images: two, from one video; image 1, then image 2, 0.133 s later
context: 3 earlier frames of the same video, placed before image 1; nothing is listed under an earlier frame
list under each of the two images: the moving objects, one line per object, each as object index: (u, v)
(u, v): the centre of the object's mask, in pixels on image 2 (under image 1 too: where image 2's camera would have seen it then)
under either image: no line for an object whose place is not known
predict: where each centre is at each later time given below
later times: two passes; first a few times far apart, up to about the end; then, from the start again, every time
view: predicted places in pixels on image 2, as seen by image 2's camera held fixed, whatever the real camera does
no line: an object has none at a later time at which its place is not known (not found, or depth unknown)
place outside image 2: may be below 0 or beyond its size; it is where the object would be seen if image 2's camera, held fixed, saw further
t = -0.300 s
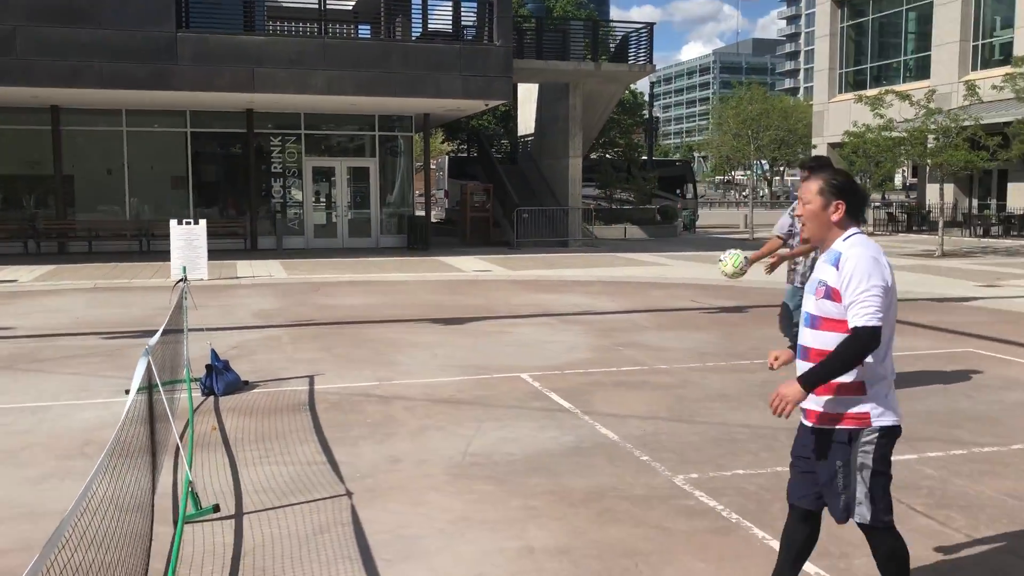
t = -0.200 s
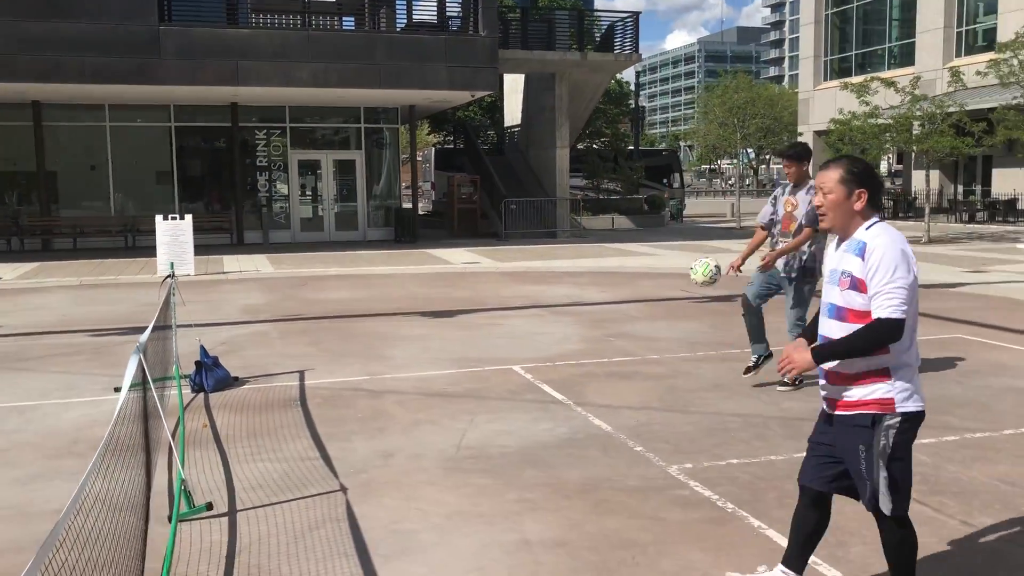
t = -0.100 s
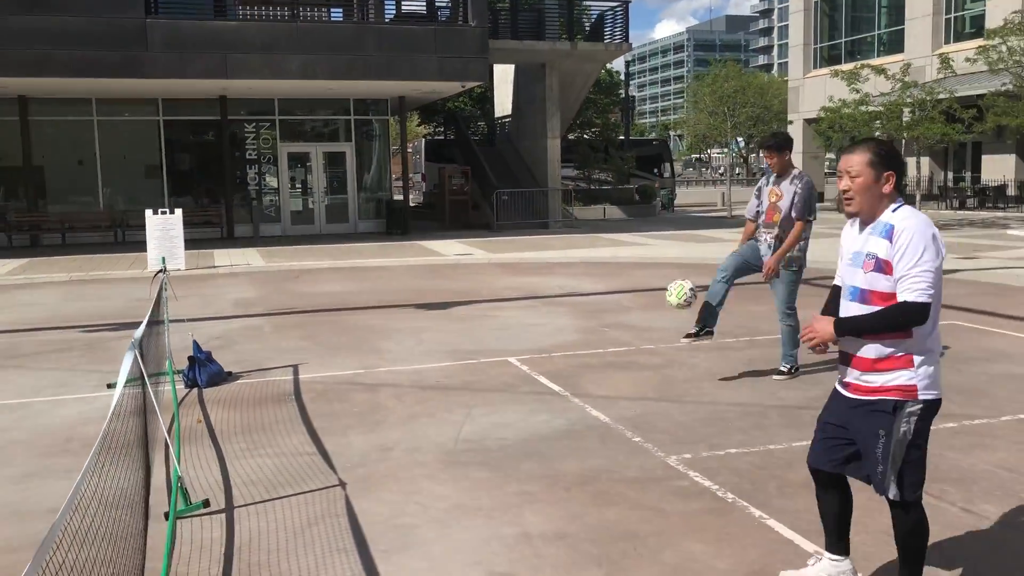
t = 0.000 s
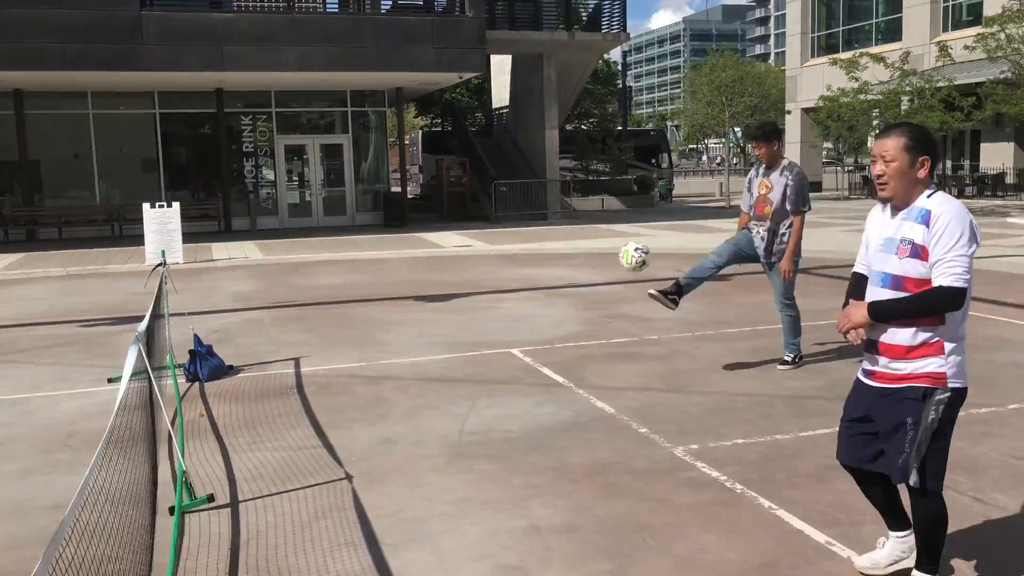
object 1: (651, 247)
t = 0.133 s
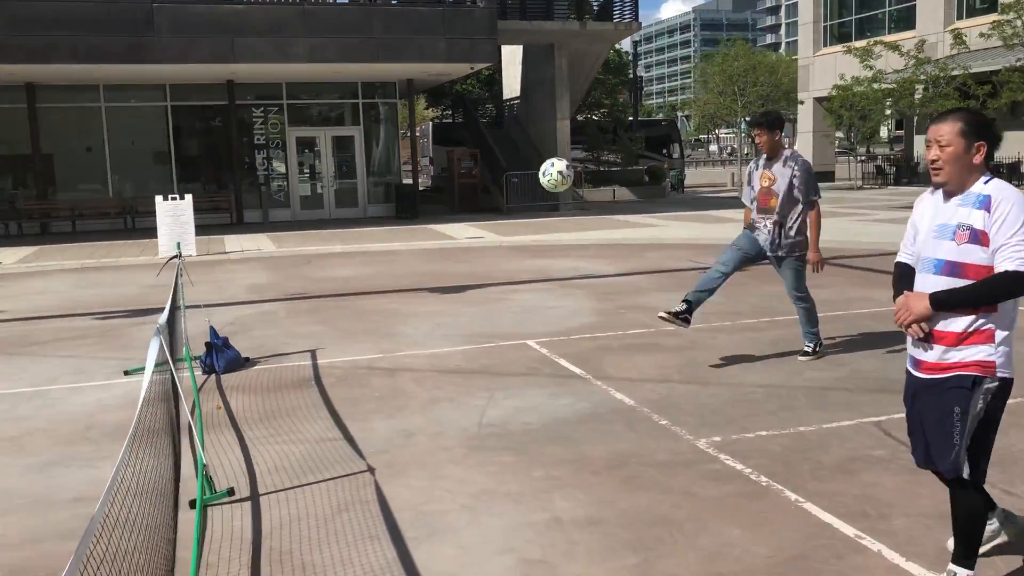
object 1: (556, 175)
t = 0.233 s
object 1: (482, 131)
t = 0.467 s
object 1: (283, 89)
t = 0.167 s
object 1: (532, 159)
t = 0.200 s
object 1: (507, 144)
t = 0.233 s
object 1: (482, 131)
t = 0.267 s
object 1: (455, 121)
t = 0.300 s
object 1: (428, 111)
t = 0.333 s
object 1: (401, 104)
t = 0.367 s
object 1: (372, 98)
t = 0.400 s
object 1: (343, 93)
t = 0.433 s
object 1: (314, 90)
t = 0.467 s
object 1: (283, 89)
